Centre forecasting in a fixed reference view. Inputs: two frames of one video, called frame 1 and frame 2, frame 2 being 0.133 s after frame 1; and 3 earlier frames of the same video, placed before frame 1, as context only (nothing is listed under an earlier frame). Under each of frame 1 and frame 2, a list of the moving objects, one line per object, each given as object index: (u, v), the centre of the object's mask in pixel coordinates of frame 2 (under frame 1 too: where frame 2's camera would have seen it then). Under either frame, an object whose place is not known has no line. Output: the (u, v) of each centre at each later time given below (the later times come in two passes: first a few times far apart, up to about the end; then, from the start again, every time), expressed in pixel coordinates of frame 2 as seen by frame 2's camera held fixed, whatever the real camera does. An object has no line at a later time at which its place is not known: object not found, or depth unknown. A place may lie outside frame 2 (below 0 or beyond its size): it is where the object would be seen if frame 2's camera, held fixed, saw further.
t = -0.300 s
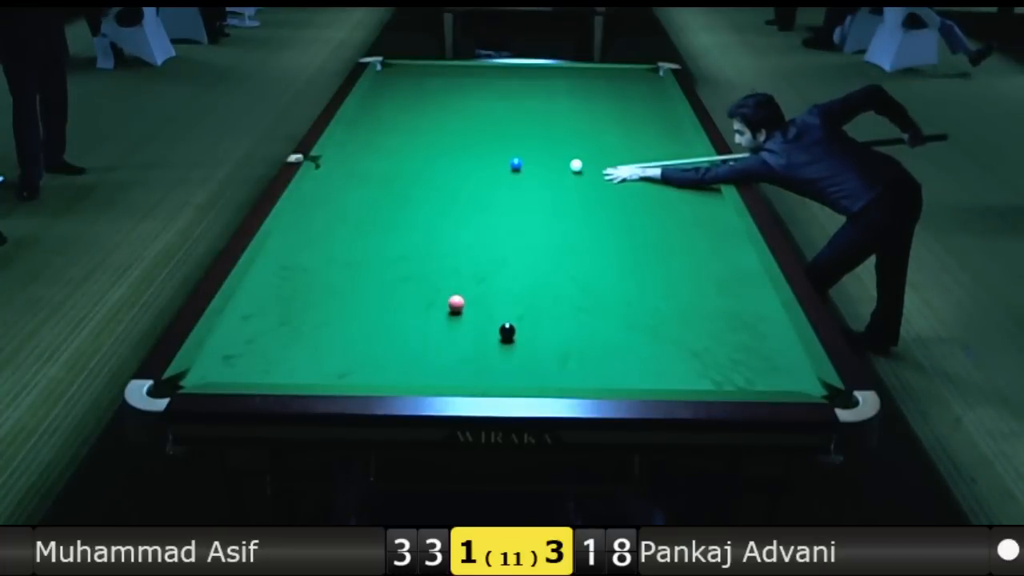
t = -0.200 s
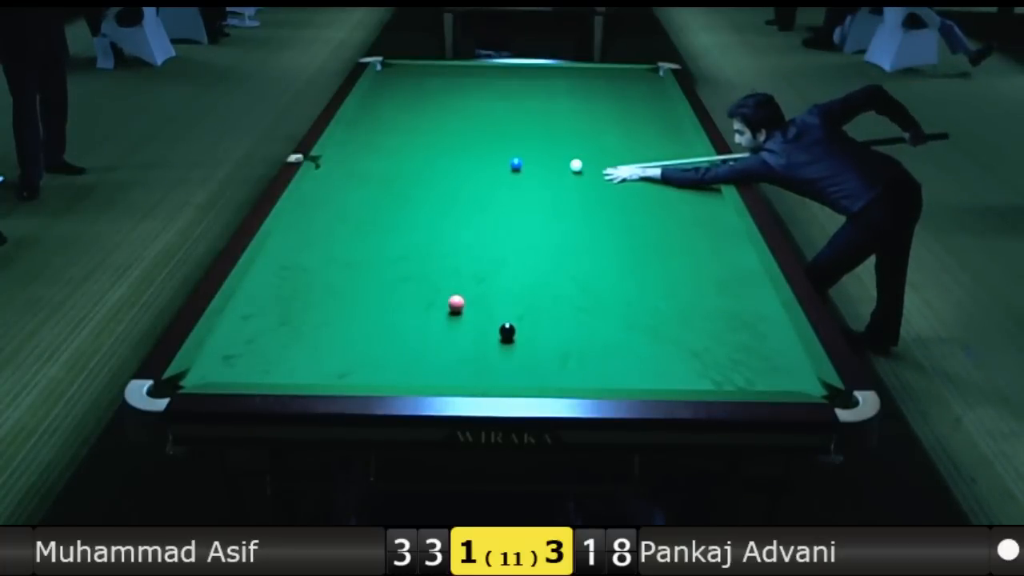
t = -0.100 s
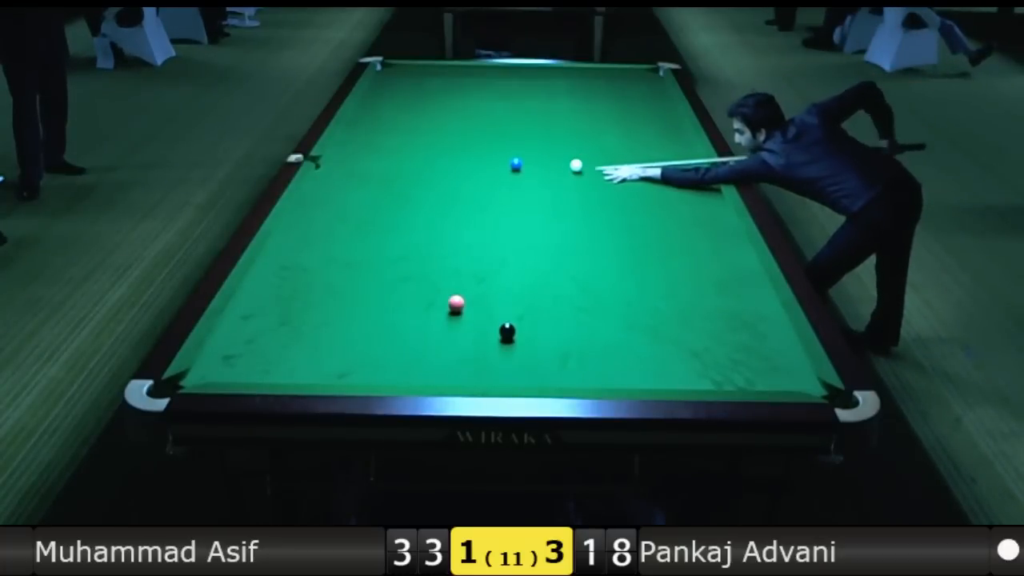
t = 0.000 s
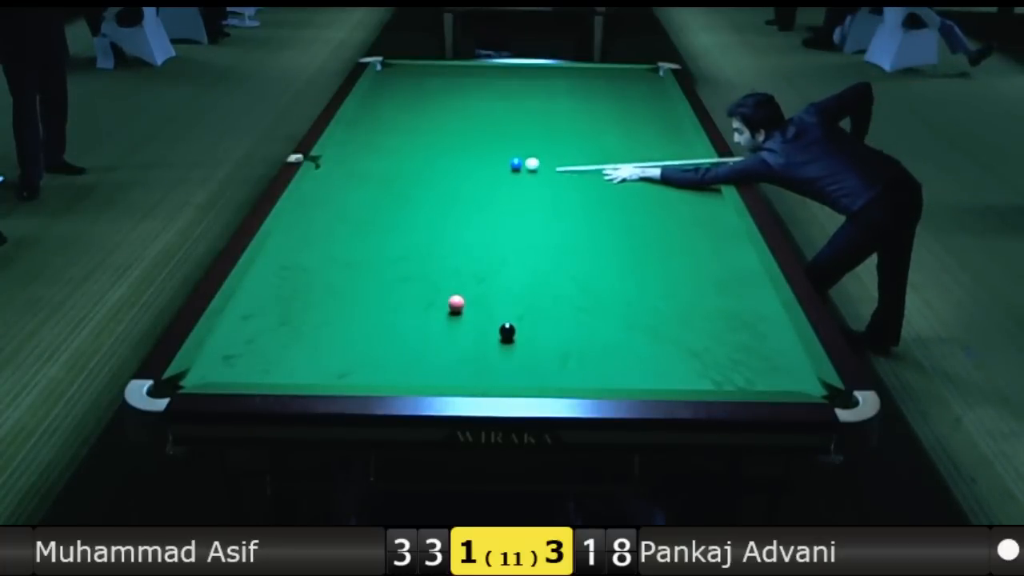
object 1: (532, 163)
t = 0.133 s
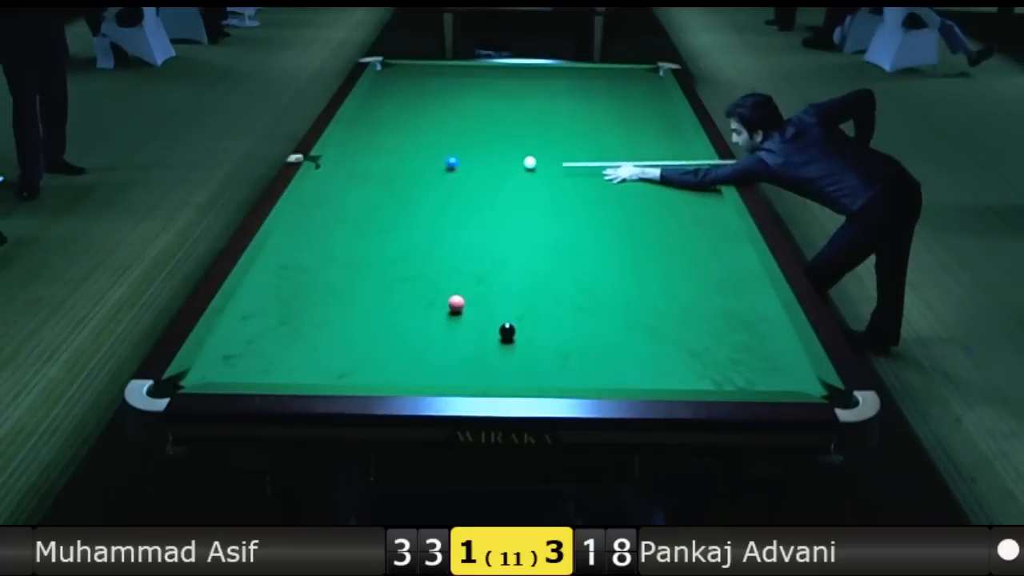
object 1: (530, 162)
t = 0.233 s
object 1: (538, 162)
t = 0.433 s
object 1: (558, 161)
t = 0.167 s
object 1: (532, 162)
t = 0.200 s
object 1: (535, 162)
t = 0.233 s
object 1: (538, 162)
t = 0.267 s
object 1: (541, 162)
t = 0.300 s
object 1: (545, 162)
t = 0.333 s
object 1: (548, 162)
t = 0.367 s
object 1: (551, 161)
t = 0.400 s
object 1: (555, 161)
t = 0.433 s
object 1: (558, 161)
